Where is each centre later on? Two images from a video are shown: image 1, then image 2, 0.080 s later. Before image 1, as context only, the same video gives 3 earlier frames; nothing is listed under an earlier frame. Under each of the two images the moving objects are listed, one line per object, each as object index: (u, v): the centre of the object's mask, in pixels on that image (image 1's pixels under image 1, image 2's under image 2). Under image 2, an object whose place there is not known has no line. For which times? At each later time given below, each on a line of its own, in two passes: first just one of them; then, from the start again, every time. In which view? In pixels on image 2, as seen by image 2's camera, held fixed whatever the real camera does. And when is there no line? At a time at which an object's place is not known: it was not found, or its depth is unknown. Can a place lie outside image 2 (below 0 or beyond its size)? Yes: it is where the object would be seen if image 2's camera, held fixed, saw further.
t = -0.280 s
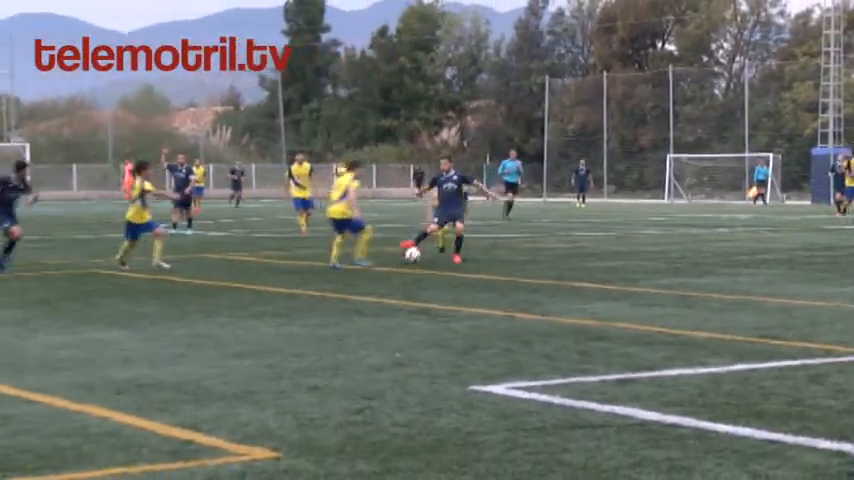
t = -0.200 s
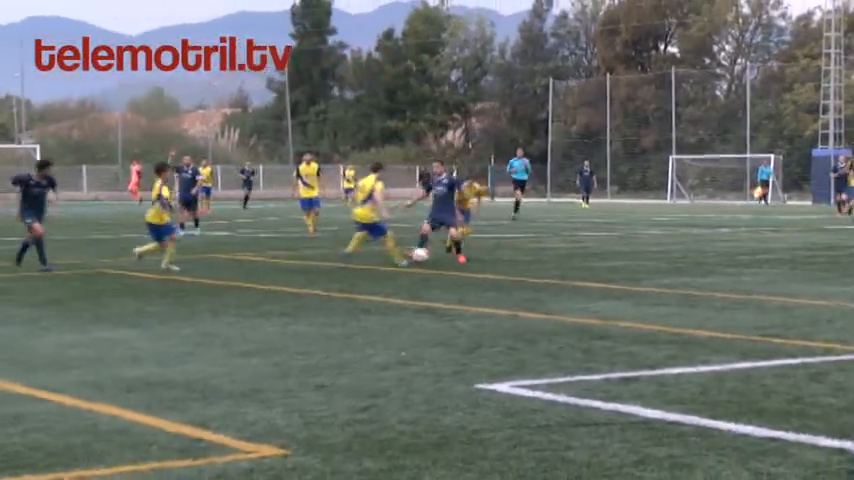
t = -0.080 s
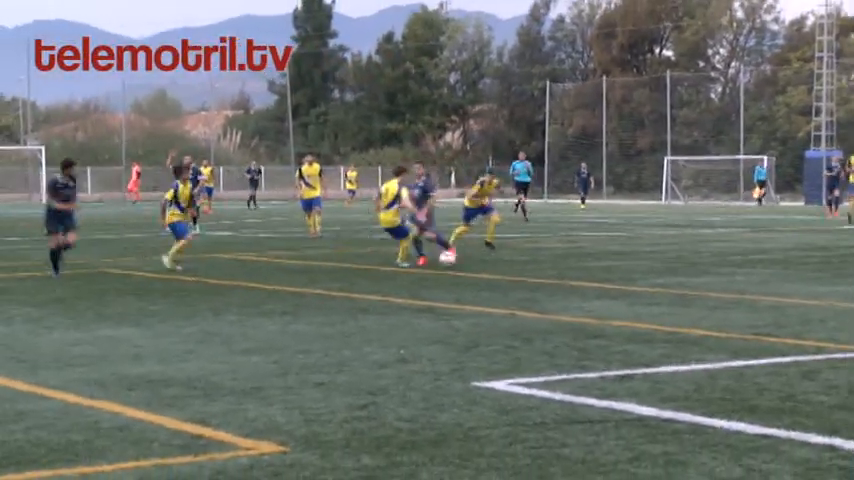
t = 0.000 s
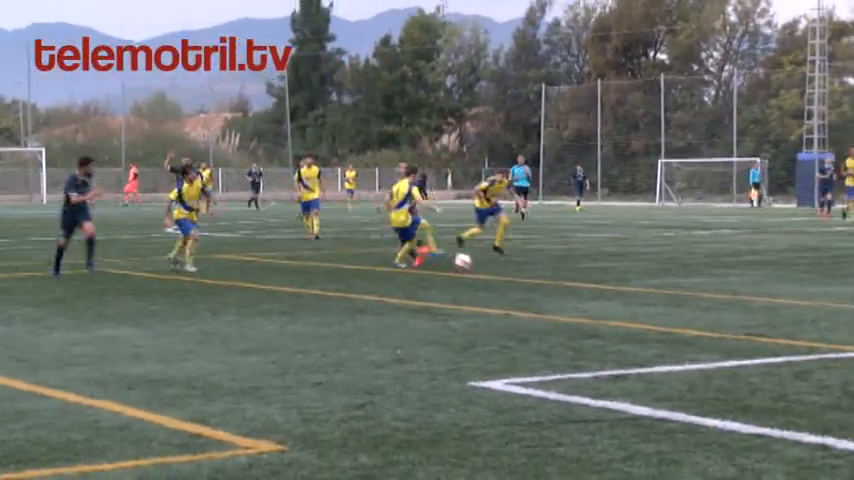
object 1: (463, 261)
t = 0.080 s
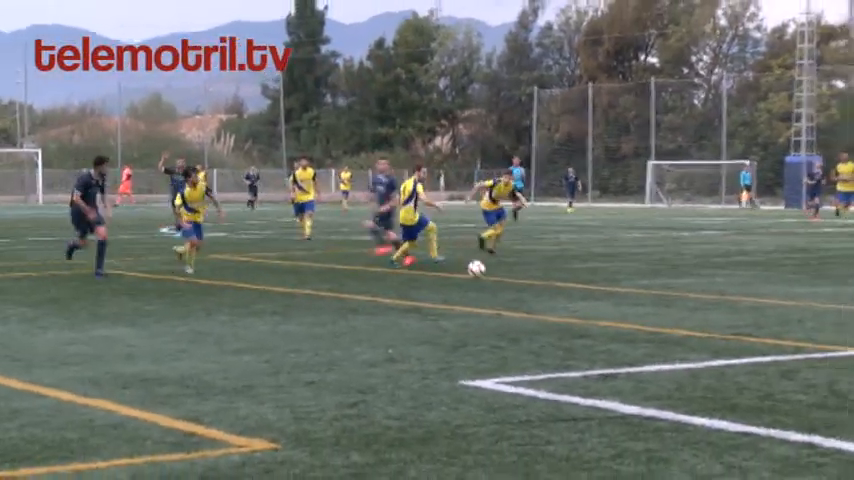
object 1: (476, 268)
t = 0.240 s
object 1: (512, 267)
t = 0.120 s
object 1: (484, 270)
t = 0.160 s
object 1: (491, 268)
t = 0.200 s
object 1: (501, 267)
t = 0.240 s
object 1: (512, 267)
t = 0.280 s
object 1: (522, 270)
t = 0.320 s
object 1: (532, 273)
